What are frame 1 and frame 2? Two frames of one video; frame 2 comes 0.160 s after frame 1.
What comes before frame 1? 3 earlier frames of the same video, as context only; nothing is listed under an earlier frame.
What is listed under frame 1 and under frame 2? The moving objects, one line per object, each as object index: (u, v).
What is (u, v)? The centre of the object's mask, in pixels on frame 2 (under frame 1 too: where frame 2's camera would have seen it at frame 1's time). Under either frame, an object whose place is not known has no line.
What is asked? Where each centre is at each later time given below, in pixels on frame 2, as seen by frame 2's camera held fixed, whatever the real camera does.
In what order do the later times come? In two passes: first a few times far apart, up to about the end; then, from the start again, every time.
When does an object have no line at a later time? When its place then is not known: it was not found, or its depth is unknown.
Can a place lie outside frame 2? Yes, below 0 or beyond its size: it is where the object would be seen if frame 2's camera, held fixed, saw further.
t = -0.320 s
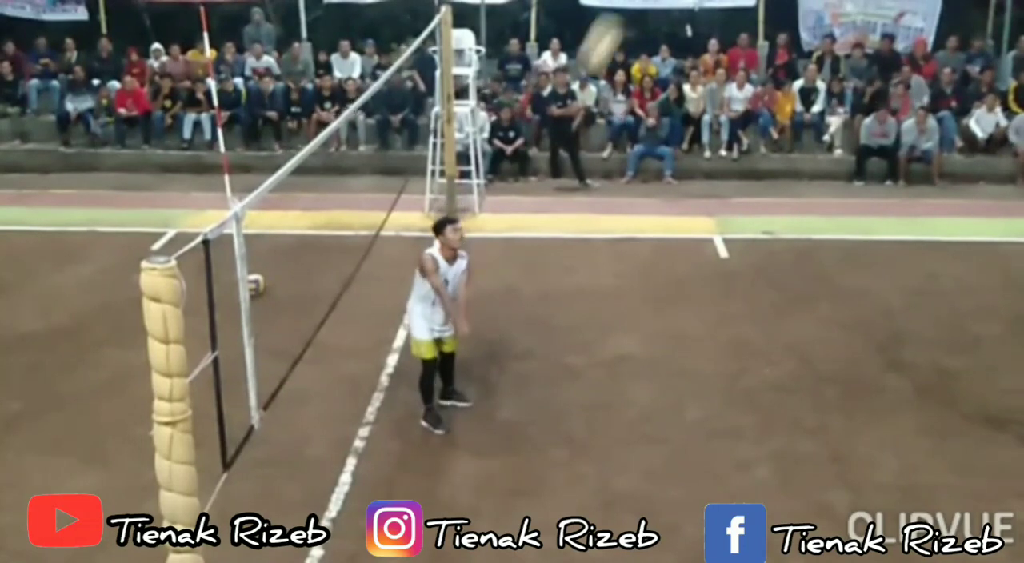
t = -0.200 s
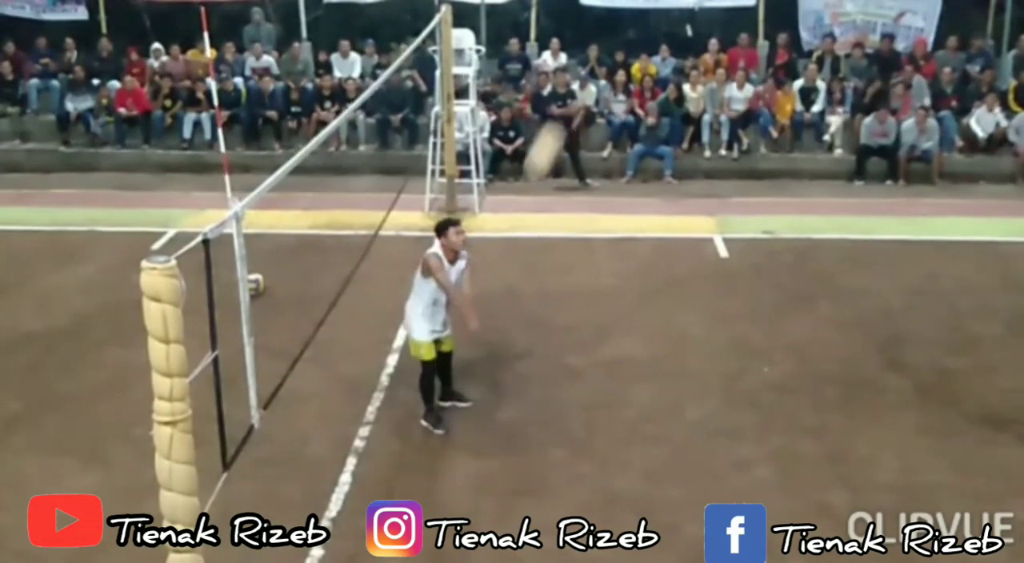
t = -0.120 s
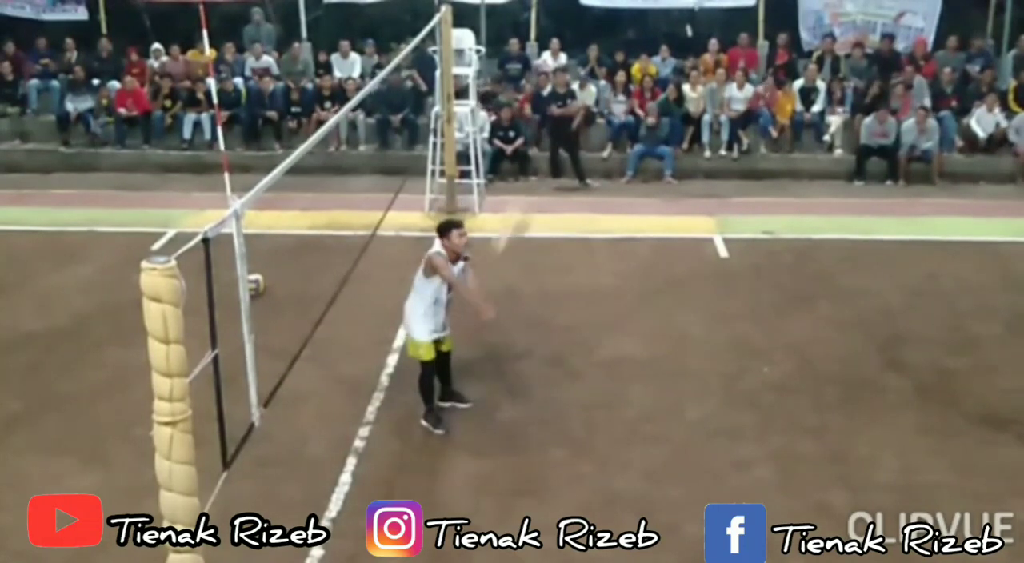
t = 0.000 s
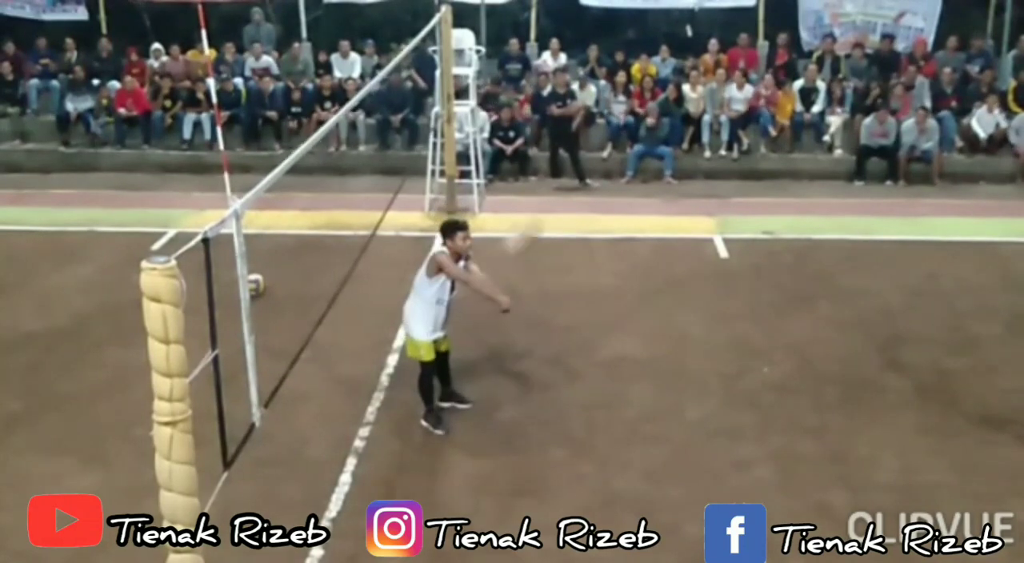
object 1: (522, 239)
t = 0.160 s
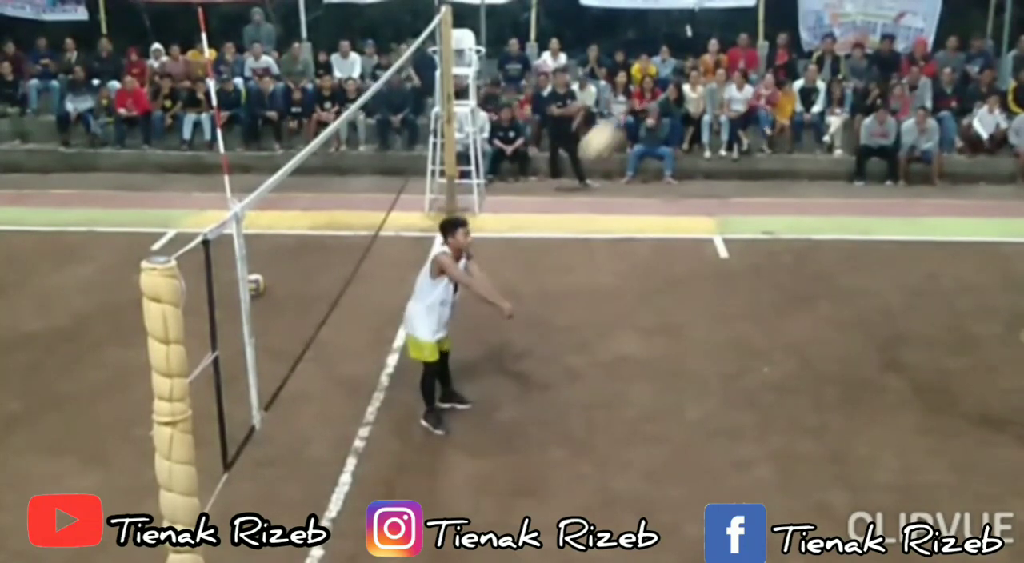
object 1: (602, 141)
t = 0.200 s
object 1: (621, 122)
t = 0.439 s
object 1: (746, 62)
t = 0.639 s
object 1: (845, 83)
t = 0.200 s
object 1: (621, 122)
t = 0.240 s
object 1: (643, 108)
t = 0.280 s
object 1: (662, 95)
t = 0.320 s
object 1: (684, 82)
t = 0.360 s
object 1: (706, 72)
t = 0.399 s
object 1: (725, 66)
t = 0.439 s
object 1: (746, 62)
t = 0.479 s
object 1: (765, 62)
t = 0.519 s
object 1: (786, 64)
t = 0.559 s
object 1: (806, 67)
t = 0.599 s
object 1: (825, 73)
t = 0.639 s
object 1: (845, 83)
